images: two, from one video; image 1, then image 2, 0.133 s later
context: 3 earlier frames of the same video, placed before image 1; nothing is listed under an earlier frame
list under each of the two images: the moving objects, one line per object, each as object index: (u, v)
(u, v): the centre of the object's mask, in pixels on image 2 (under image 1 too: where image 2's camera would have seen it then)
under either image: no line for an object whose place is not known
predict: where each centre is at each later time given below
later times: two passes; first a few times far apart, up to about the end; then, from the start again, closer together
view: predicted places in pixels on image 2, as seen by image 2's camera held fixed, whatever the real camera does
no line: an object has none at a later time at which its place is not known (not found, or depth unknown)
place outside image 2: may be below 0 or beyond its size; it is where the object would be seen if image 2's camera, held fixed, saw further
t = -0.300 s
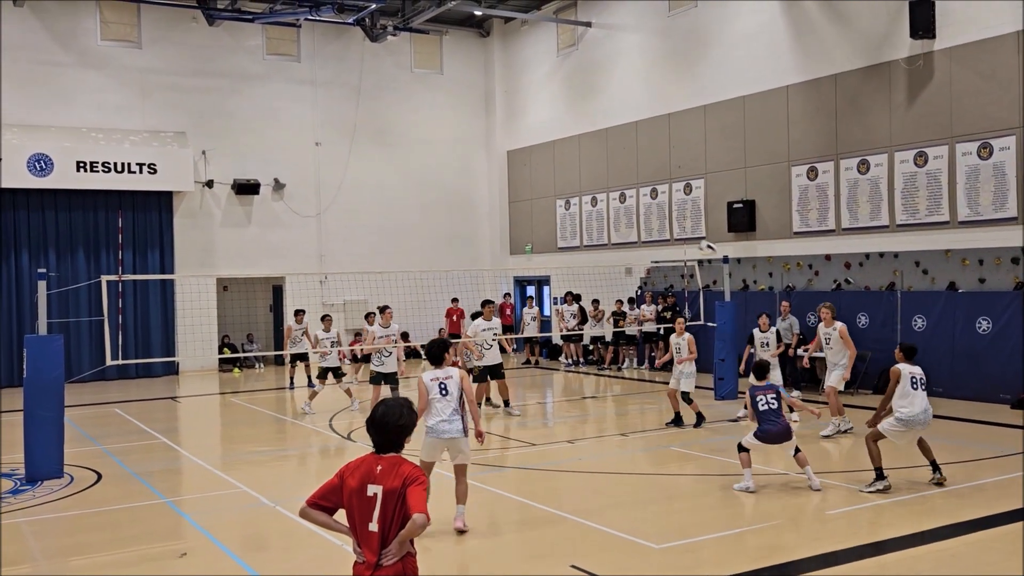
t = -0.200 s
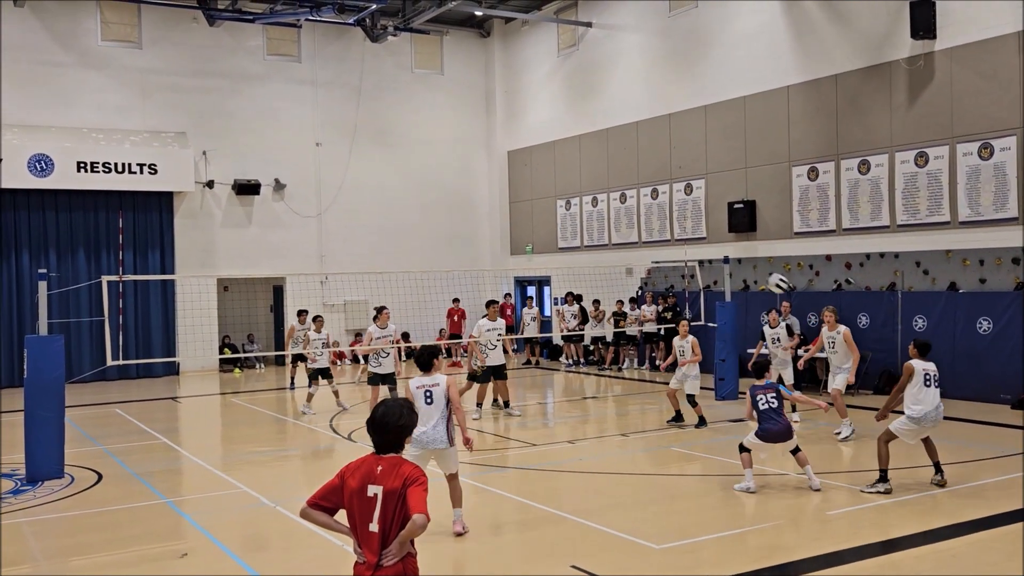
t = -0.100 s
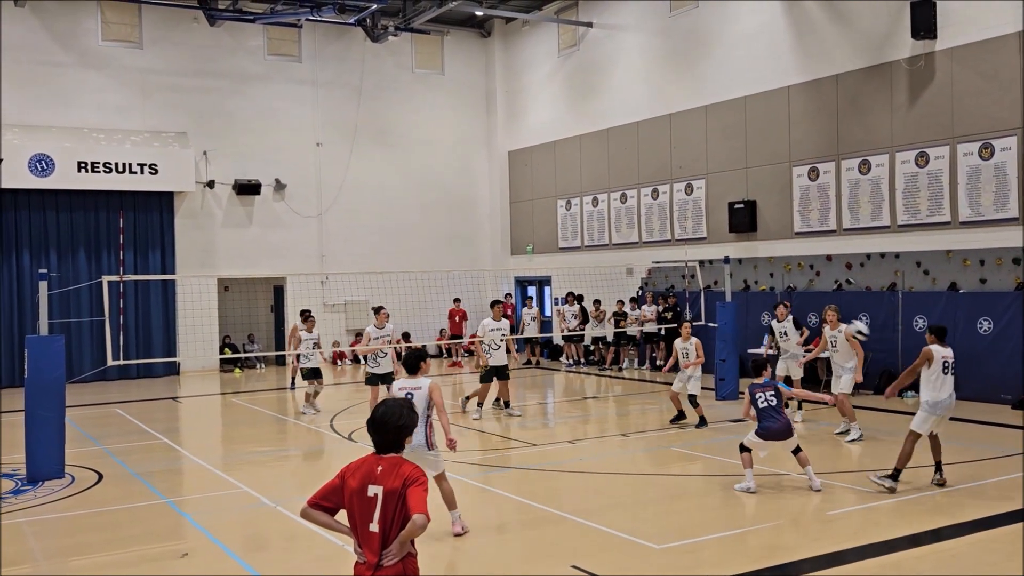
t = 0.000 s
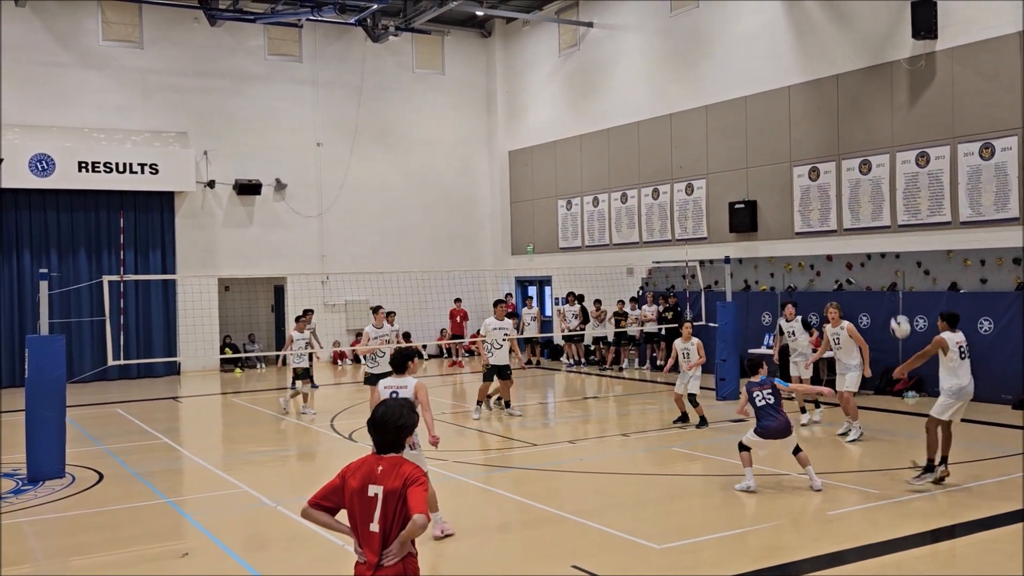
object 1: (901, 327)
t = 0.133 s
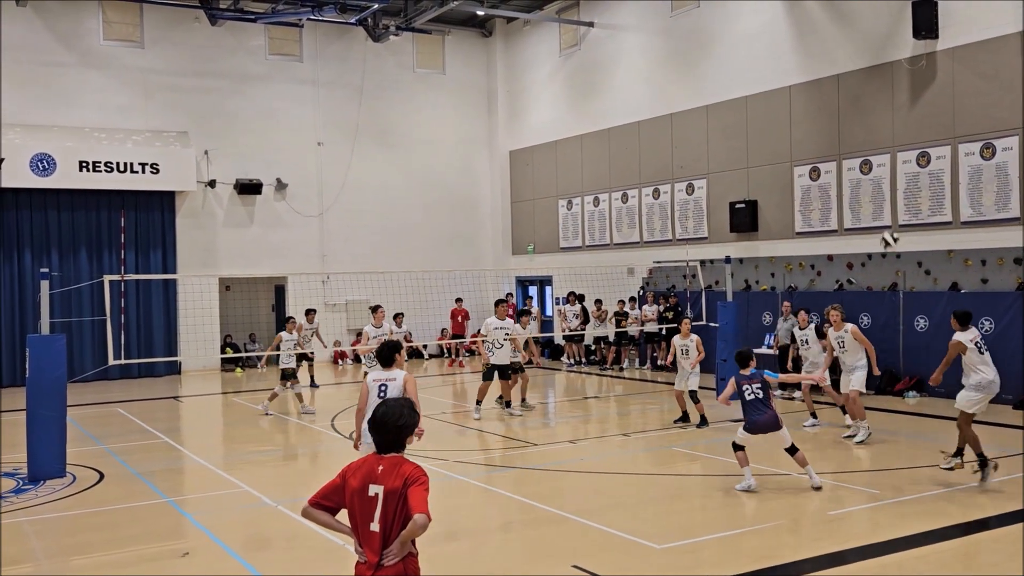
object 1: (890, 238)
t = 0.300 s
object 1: (880, 164)
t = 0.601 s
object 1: (865, 98)
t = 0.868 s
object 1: (858, 101)
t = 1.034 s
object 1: (853, 128)
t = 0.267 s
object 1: (880, 176)
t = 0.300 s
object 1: (880, 164)
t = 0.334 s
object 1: (877, 153)
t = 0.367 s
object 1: (875, 141)
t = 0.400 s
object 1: (873, 134)
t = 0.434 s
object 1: (871, 124)
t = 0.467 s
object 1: (870, 116)
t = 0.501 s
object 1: (869, 111)
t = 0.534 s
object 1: (867, 106)
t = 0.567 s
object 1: (867, 100)
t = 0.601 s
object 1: (865, 98)
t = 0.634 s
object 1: (864, 95)
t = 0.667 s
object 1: (863, 94)
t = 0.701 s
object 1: (861, 93)
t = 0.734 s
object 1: (861, 93)
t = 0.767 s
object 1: (859, 95)
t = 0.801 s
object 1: (859, 95)
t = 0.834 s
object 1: (858, 97)
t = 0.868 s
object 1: (858, 101)
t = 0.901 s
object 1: (856, 105)
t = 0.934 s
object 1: (855, 111)
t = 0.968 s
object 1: (854, 114)
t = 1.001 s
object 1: (854, 120)
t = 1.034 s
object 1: (853, 128)
